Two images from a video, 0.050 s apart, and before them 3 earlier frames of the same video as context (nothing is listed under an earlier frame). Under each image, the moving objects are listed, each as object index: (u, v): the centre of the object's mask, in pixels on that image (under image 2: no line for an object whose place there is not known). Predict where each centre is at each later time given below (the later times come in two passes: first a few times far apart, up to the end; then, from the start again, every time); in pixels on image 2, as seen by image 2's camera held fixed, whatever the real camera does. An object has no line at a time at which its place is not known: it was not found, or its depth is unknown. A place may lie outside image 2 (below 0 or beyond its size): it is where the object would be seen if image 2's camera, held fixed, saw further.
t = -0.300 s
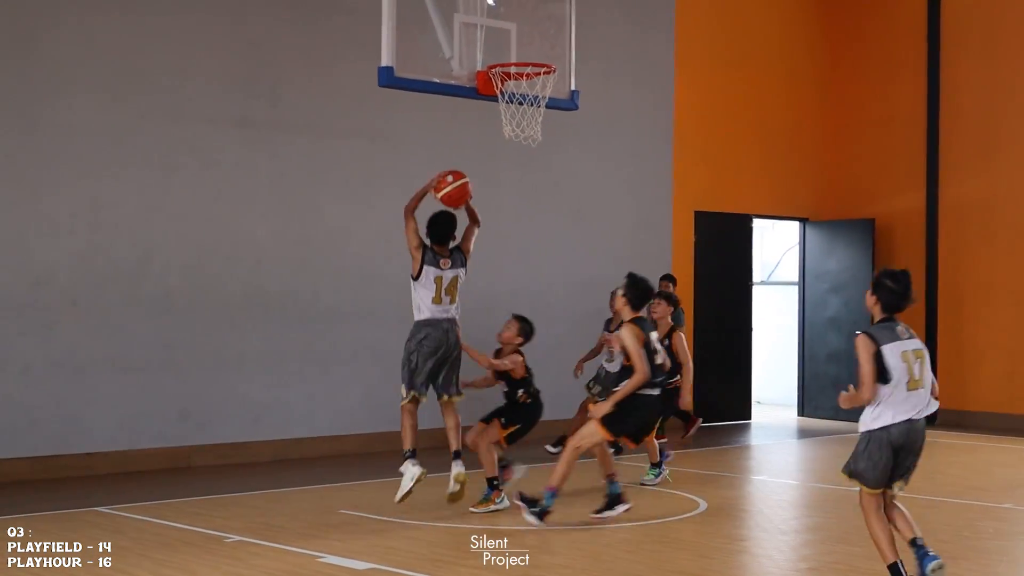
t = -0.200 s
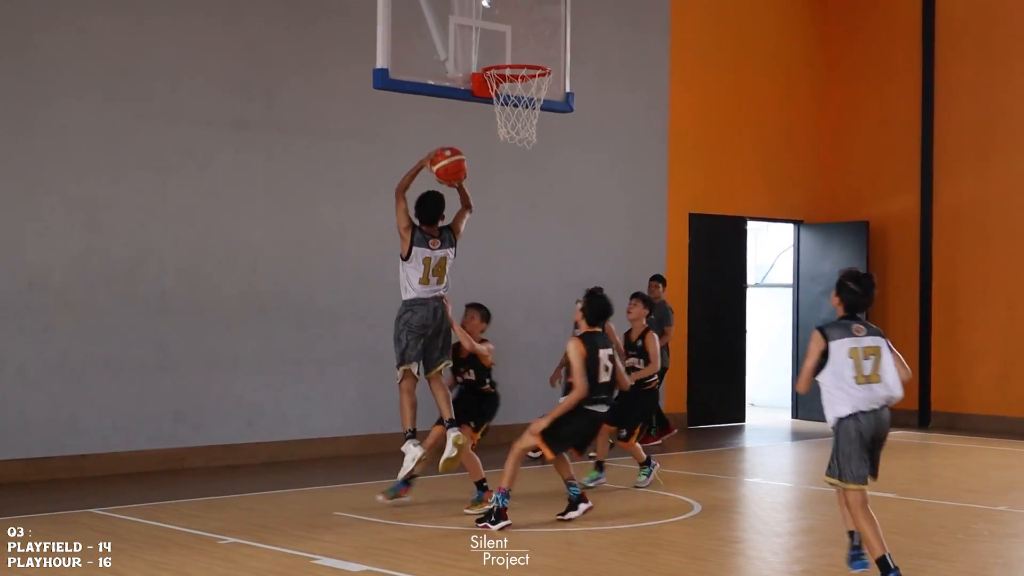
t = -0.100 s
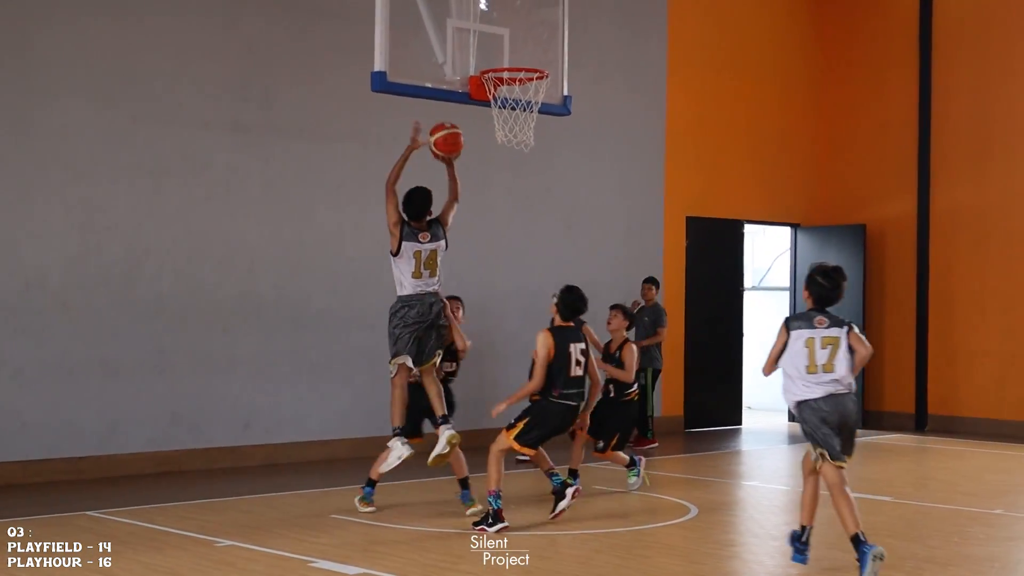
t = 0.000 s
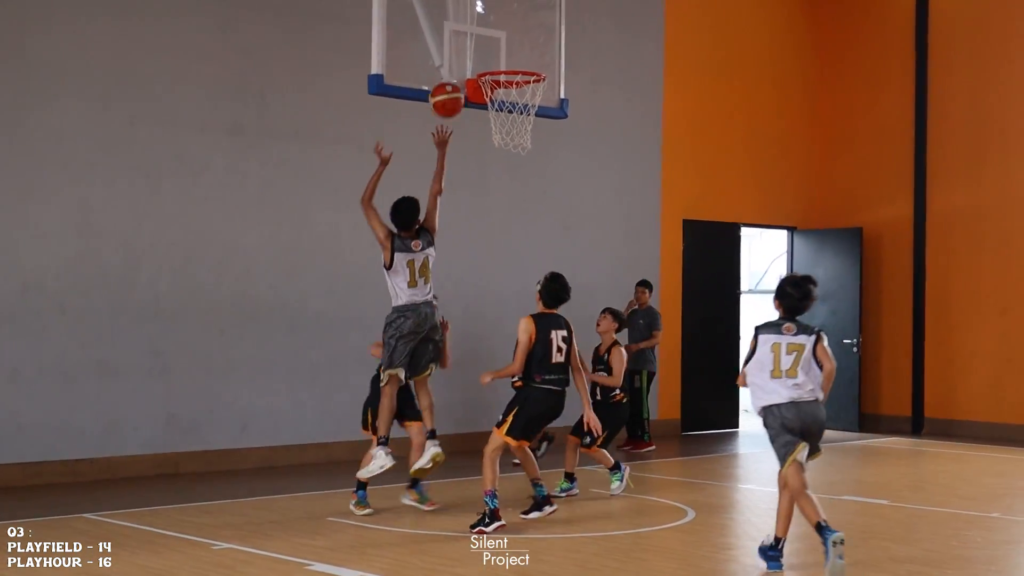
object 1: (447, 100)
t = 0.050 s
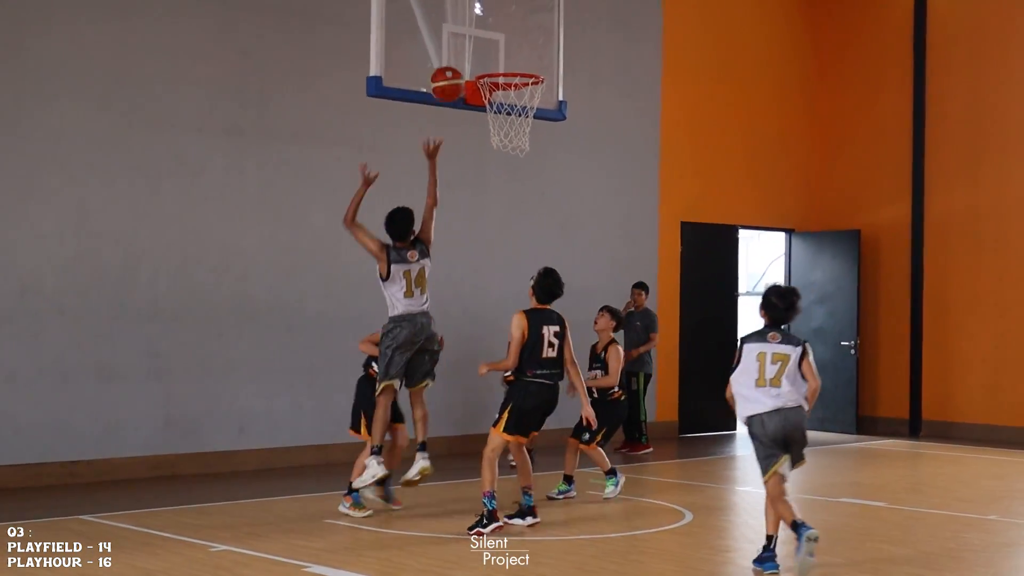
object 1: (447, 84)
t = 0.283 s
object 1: (454, 48)
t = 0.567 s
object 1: (501, 59)
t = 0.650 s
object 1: (514, 72)
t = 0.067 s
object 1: (448, 79)
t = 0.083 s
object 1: (448, 74)
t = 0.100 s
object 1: (449, 70)
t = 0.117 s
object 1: (450, 66)
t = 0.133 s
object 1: (450, 63)
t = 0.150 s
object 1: (450, 59)
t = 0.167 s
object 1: (451, 57)
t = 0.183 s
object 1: (451, 54)
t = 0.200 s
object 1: (452, 52)
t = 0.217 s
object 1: (452, 51)
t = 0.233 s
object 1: (453, 49)
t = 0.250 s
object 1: (453, 48)
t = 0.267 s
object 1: (453, 48)
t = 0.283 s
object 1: (454, 48)
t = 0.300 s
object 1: (457, 48)
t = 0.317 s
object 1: (460, 49)
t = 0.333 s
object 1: (464, 49)
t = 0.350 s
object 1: (467, 51)
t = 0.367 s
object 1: (470, 52)
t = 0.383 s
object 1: (473, 54)
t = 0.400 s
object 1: (476, 57)
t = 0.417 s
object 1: (479, 59)
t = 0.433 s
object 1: (482, 59)
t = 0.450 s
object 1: (484, 58)
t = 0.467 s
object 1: (487, 57)
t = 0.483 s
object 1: (489, 57)
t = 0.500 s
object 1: (491, 57)
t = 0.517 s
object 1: (494, 57)
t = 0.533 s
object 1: (496, 58)
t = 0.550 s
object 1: (499, 58)
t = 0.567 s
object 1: (501, 59)
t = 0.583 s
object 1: (503, 60)
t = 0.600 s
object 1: (505, 63)
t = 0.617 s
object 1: (508, 63)
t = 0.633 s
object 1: (511, 65)
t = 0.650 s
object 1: (514, 72)
